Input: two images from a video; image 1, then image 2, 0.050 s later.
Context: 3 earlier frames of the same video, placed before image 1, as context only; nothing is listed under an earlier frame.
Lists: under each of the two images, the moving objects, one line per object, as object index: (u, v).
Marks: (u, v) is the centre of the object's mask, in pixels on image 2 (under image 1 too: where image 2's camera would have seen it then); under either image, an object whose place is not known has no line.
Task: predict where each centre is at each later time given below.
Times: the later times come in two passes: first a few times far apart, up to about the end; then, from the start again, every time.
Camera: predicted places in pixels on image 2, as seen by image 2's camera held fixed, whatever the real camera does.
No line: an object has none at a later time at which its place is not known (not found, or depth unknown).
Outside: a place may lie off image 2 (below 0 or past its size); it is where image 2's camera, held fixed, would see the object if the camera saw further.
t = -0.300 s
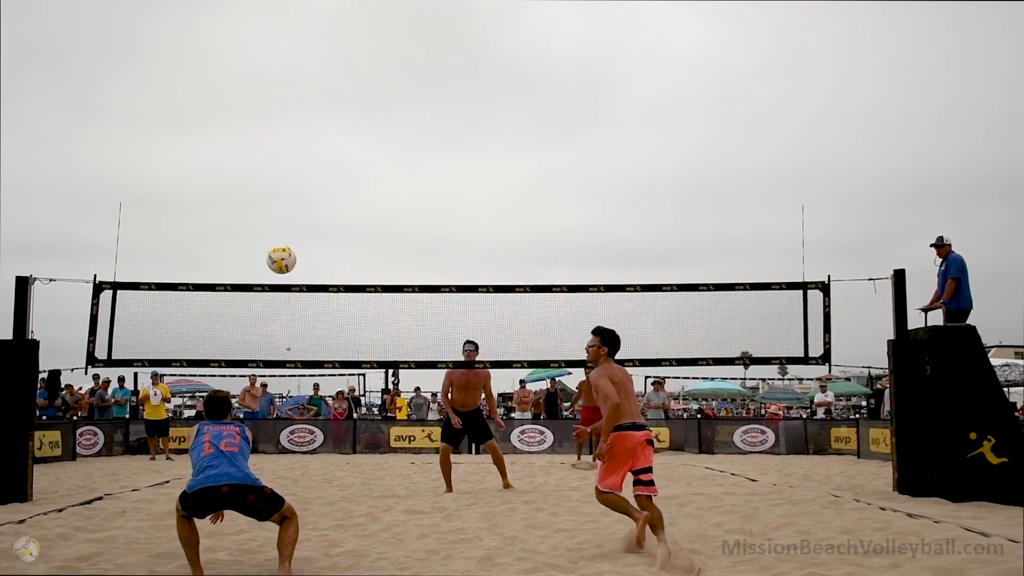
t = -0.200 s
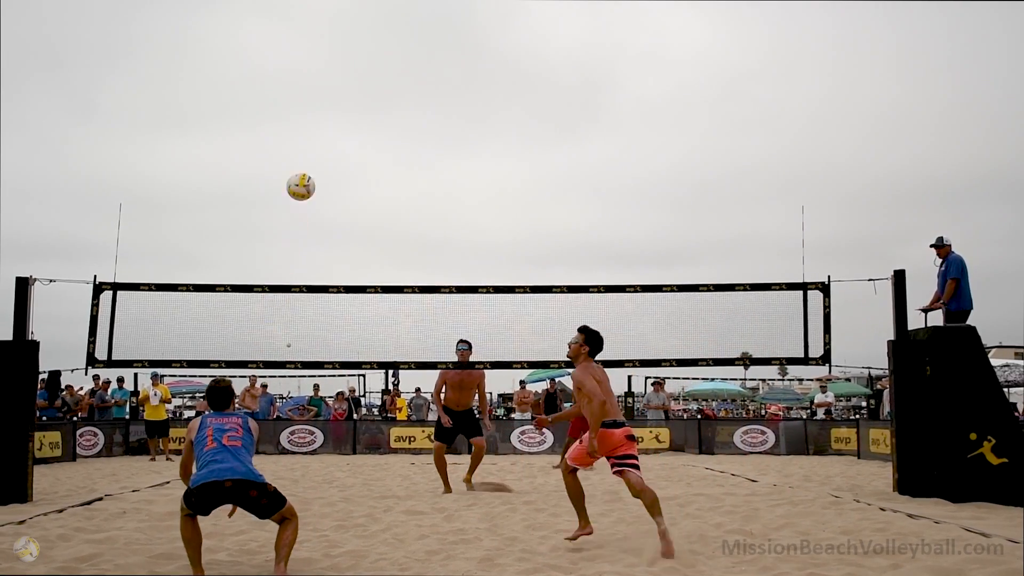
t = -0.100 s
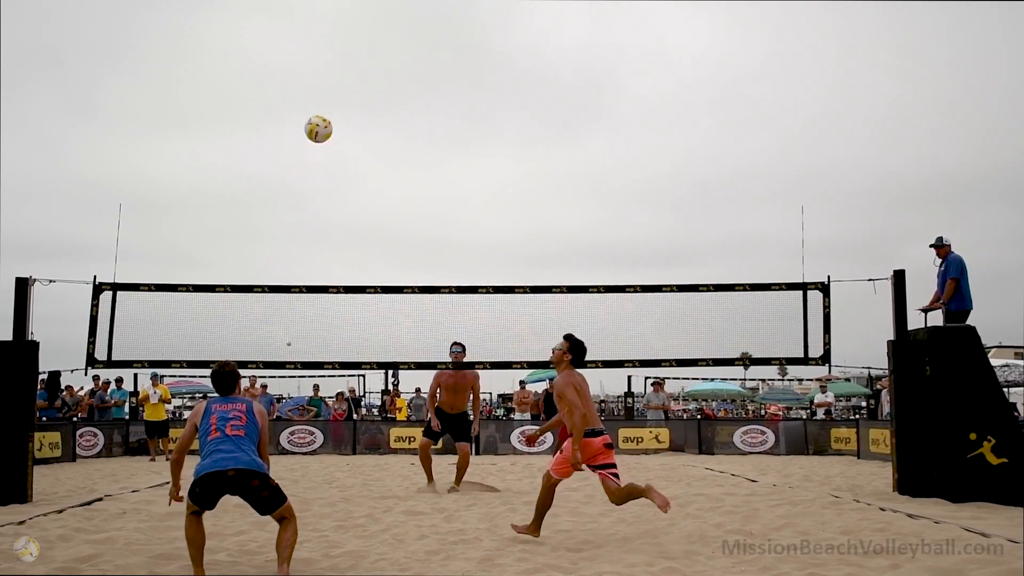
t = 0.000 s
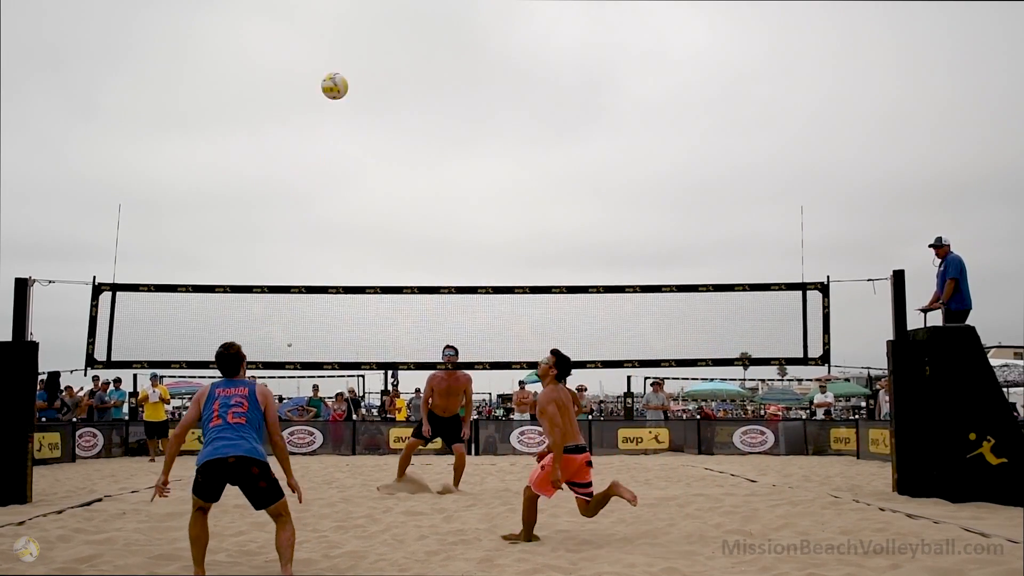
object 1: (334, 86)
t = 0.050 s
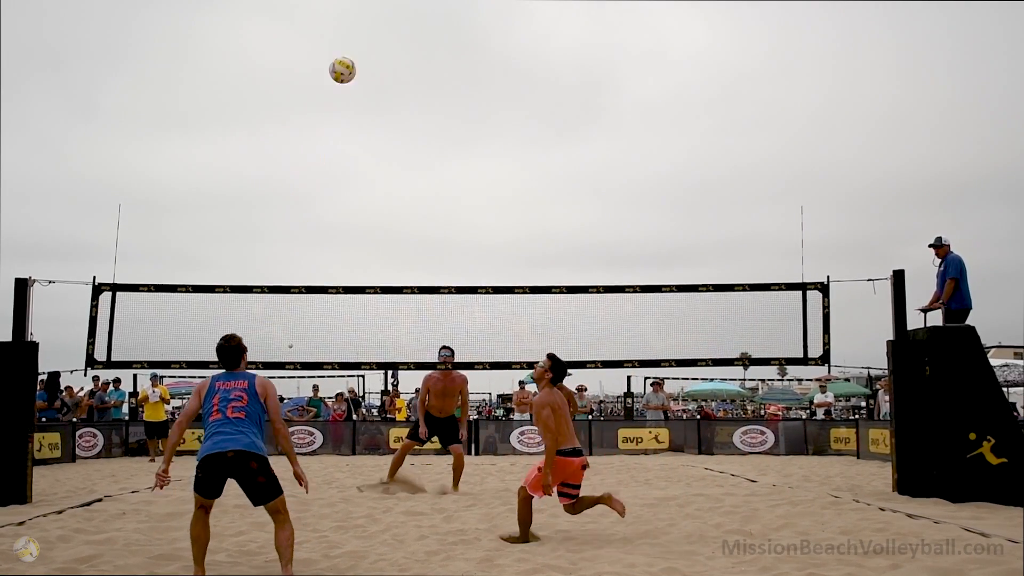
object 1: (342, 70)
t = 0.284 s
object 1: (377, 33)
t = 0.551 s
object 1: (412, 65)
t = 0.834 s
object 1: (446, 175)
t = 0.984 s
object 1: (464, 263)
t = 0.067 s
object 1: (345, 65)
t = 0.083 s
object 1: (348, 61)
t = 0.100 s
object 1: (350, 56)
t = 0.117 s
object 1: (353, 53)
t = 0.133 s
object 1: (355, 49)
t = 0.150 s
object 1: (358, 46)
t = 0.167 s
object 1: (360, 44)
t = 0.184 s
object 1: (363, 41)
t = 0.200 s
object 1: (365, 39)
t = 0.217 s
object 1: (368, 38)
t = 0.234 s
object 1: (370, 36)
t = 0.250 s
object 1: (372, 35)
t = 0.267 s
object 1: (374, 34)
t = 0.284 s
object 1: (377, 33)
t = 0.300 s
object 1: (379, 33)
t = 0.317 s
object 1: (382, 33)
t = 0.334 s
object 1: (384, 34)
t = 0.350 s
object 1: (386, 35)
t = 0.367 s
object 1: (388, 36)
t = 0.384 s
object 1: (391, 37)
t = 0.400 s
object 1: (393, 38)
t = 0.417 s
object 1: (395, 40)
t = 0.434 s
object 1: (397, 42)
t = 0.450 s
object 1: (399, 45)
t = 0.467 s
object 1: (401, 48)
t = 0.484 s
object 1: (404, 51)
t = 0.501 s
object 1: (406, 54)
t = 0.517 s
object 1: (408, 58)
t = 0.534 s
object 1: (410, 61)
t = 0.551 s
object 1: (412, 65)
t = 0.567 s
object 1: (414, 70)
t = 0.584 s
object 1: (416, 75)
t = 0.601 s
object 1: (418, 80)
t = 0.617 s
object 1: (421, 85)
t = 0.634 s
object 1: (422, 90)
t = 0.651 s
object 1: (424, 96)
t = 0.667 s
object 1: (427, 102)
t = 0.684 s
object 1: (429, 108)
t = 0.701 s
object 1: (430, 115)
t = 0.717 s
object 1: (432, 121)
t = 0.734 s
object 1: (434, 128)
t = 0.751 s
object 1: (436, 136)
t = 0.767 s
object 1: (438, 143)
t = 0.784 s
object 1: (440, 151)
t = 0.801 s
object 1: (442, 159)
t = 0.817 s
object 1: (444, 167)
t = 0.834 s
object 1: (446, 175)
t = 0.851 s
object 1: (448, 184)
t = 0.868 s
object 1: (450, 194)
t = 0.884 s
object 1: (452, 203)
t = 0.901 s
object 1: (454, 212)
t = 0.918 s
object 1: (456, 222)
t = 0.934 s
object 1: (458, 232)
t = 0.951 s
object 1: (459, 242)
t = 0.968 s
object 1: (462, 253)
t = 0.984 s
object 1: (464, 263)
